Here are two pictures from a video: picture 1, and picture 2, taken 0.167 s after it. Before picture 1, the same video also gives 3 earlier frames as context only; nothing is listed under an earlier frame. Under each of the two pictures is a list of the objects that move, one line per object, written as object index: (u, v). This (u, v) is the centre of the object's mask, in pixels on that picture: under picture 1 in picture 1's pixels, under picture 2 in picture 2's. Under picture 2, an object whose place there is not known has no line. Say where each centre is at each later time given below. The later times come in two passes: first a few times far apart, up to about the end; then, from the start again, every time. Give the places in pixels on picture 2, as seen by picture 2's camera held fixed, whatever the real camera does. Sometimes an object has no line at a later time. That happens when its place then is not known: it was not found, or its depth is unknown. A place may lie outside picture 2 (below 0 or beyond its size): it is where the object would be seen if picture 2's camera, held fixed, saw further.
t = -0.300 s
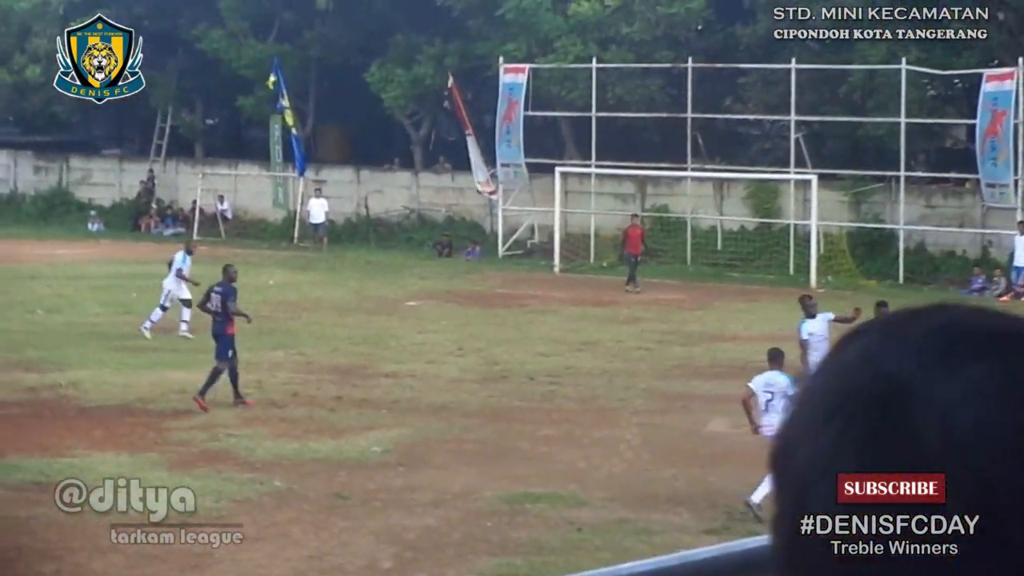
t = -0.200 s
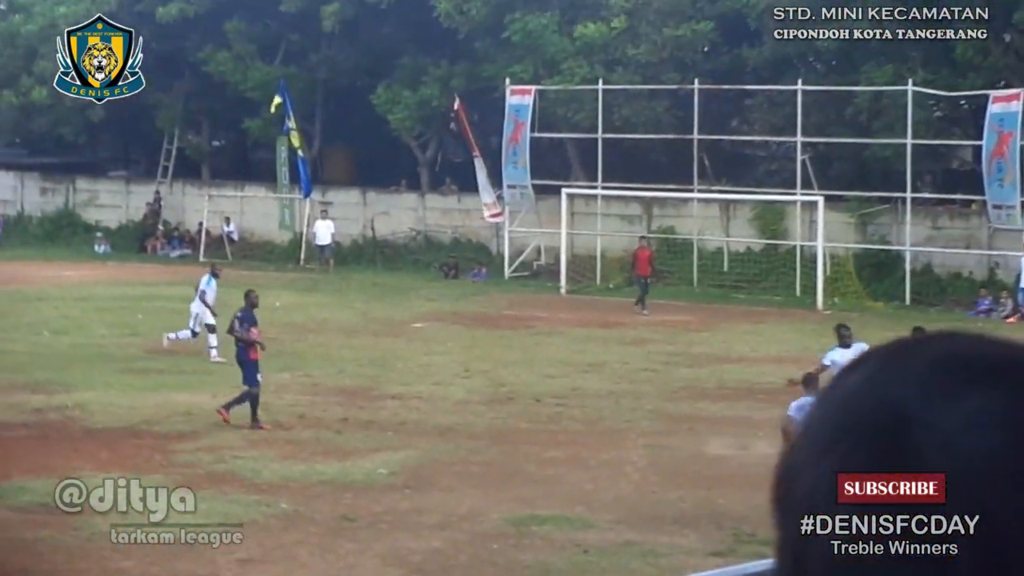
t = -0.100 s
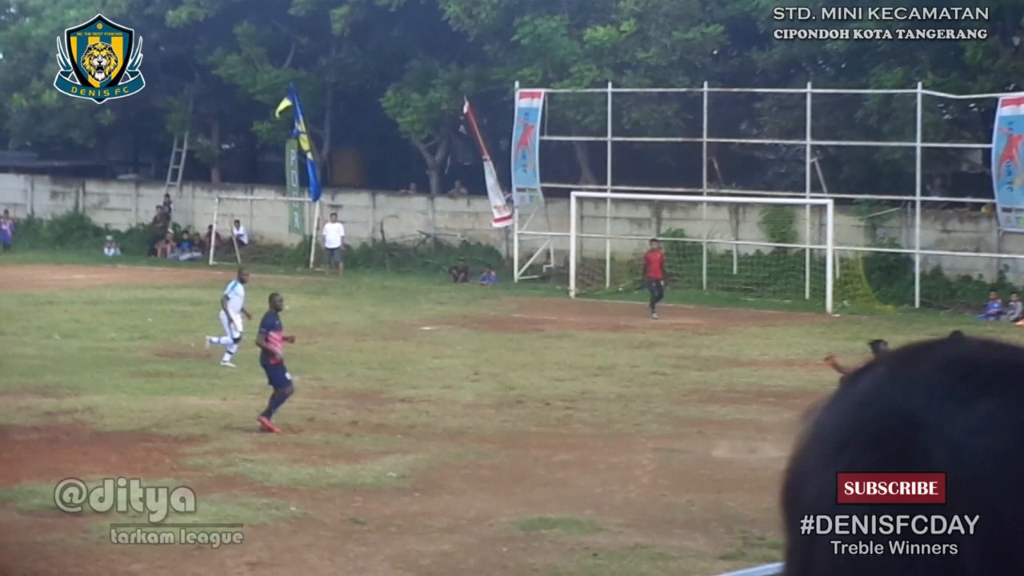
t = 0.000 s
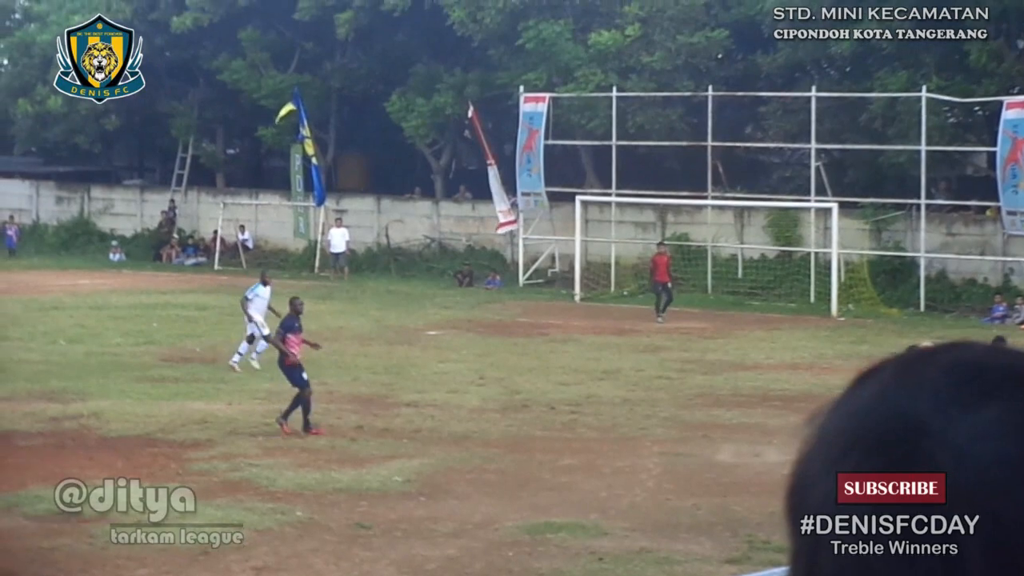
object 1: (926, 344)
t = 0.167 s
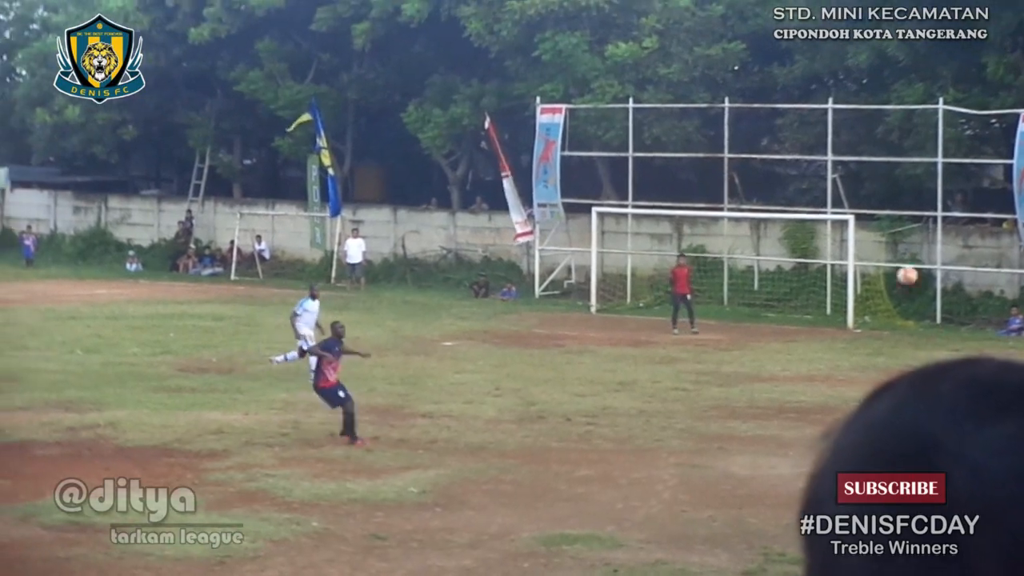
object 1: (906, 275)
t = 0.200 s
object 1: (900, 259)
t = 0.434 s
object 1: (846, 184)
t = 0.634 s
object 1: (798, 159)
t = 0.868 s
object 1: (740, 173)
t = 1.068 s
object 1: (692, 222)
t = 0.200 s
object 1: (900, 259)
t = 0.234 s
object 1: (893, 247)
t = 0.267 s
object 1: (885, 234)
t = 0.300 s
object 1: (877, 222)
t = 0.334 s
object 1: (869, 211)
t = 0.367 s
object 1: (861, 201)
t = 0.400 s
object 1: (854, 193)
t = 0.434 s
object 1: (846, 184)
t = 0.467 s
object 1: (838, 178)
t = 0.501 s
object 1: (830, 172)
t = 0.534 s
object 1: (823, 168)
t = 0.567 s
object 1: (814, 163)
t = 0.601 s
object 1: (806, 161)
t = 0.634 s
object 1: (798, 159)
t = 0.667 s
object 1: (789, 158)
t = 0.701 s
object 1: (782, 158)
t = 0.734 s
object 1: (773, 159)
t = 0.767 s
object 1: (765, 161)
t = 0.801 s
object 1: (757, 164)
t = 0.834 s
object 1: (748, 168)
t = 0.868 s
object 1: (740, 173)
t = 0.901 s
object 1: (732, 178)
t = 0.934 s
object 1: (724, 186)
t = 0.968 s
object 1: (716, 194)
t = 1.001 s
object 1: (709, 202)
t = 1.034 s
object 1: (700, 211)
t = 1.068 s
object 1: (692, 222)
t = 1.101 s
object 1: (683, 234)
